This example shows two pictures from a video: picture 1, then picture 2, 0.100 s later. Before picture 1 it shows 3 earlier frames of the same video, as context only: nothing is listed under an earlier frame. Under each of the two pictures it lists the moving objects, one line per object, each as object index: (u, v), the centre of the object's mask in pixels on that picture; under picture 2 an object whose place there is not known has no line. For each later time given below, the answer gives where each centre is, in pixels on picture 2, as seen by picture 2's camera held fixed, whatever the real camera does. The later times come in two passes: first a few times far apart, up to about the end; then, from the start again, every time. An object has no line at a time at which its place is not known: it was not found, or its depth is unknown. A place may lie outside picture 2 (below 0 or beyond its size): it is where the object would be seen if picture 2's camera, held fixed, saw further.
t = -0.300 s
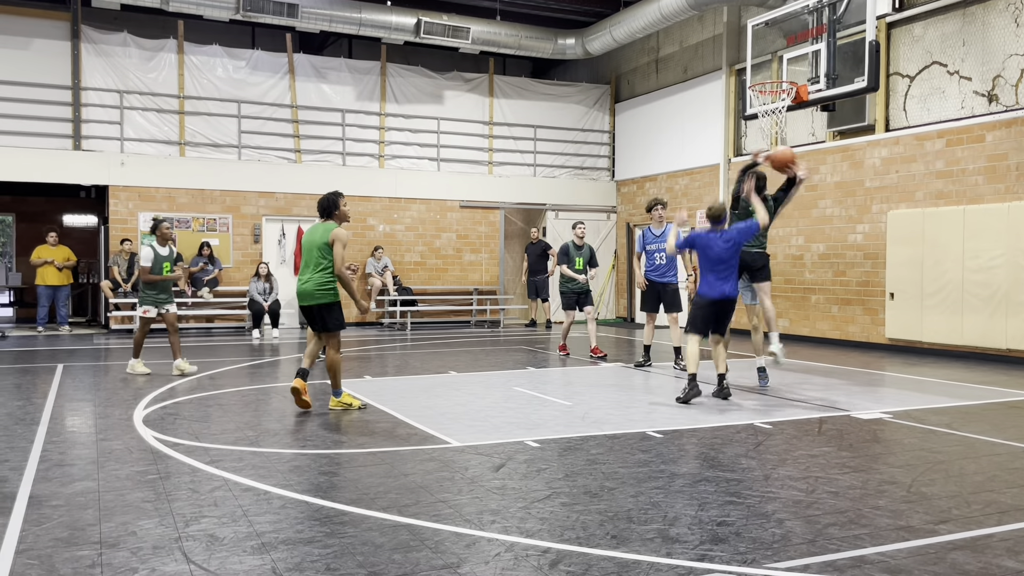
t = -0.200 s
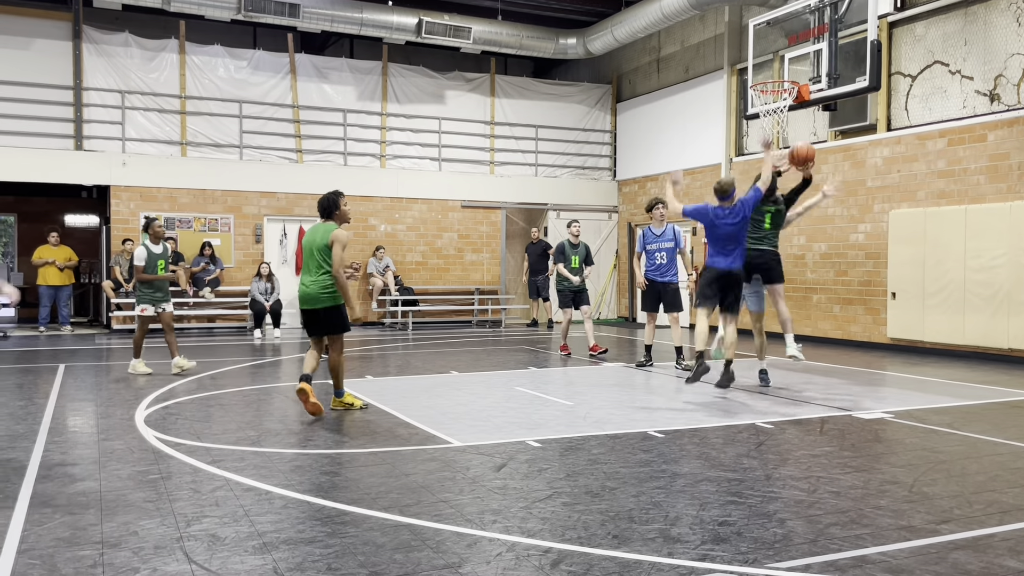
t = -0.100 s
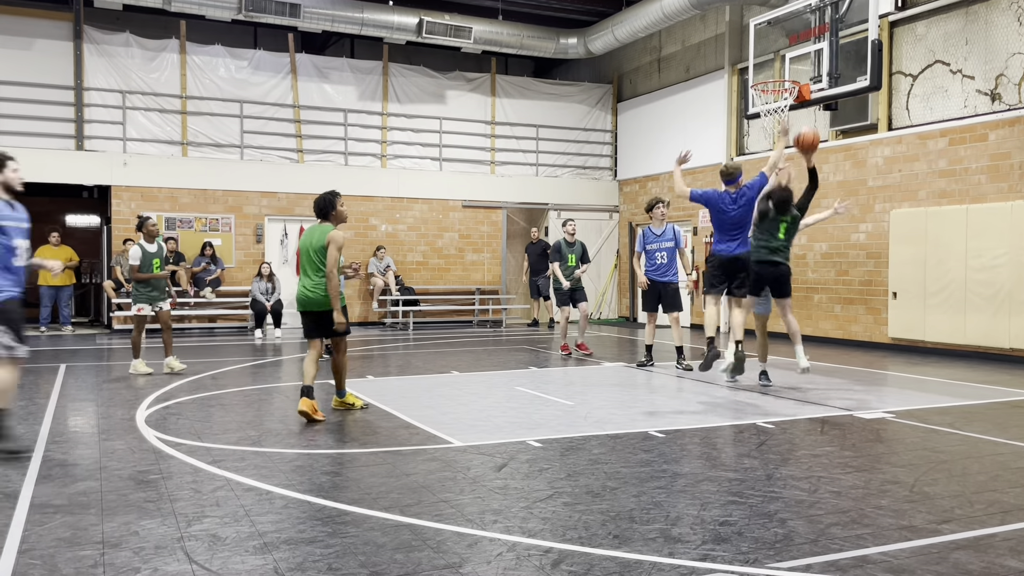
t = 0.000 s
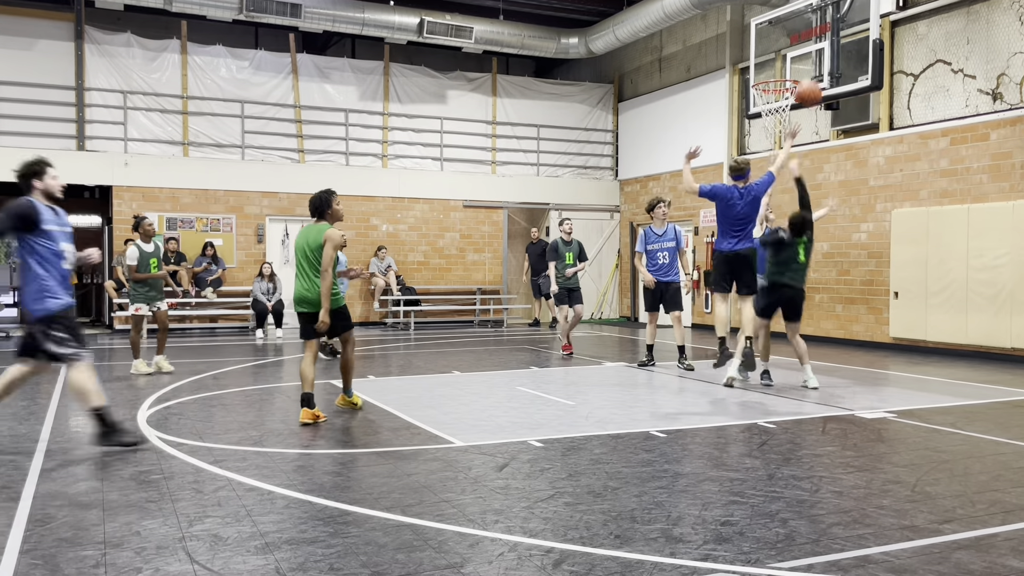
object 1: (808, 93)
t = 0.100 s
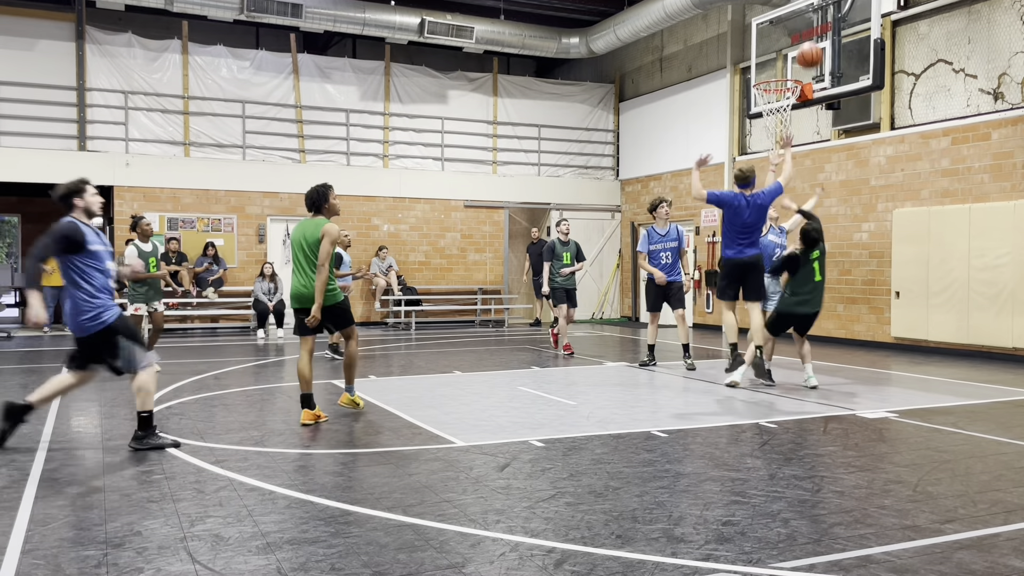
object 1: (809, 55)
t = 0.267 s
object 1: (809, 18)
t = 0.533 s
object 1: (807, 17)
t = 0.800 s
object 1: (795, 72)
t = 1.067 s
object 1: (740, 69)
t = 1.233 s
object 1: (704, 101)
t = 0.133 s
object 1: (809, 45)
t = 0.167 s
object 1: (809, 36)
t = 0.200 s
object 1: (809, 29)
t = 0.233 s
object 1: (809, 23)
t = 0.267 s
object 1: (809, 18)
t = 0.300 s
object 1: (809, 13)
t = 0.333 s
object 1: (809, 12)
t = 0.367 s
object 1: (809, 11)
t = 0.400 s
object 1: (809, 11)
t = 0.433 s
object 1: (808, 11)
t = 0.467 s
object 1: (808, 12)
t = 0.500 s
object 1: (808, 14)
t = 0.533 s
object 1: (807, 17)
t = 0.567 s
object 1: (807, 22)
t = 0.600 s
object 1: (807, 28)
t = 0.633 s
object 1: (807, 34)
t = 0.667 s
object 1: (807, 42)
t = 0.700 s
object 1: (805, 50)
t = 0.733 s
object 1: (802, 58)
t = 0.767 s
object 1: (799, 66)
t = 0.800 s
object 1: (795, 72)
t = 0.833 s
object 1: (788, 69)
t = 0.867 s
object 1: (781, 67)
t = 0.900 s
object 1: (774, 65)
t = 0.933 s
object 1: (768, 64)
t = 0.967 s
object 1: (761, 63)
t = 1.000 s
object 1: (753, 64)
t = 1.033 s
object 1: (747, 66)
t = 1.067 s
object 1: (740, 69)
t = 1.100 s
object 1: (733, 73)
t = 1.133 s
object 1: (725, 78)
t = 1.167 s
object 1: (718, 84)
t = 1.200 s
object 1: (711, 92)
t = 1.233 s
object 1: (704, 101)
